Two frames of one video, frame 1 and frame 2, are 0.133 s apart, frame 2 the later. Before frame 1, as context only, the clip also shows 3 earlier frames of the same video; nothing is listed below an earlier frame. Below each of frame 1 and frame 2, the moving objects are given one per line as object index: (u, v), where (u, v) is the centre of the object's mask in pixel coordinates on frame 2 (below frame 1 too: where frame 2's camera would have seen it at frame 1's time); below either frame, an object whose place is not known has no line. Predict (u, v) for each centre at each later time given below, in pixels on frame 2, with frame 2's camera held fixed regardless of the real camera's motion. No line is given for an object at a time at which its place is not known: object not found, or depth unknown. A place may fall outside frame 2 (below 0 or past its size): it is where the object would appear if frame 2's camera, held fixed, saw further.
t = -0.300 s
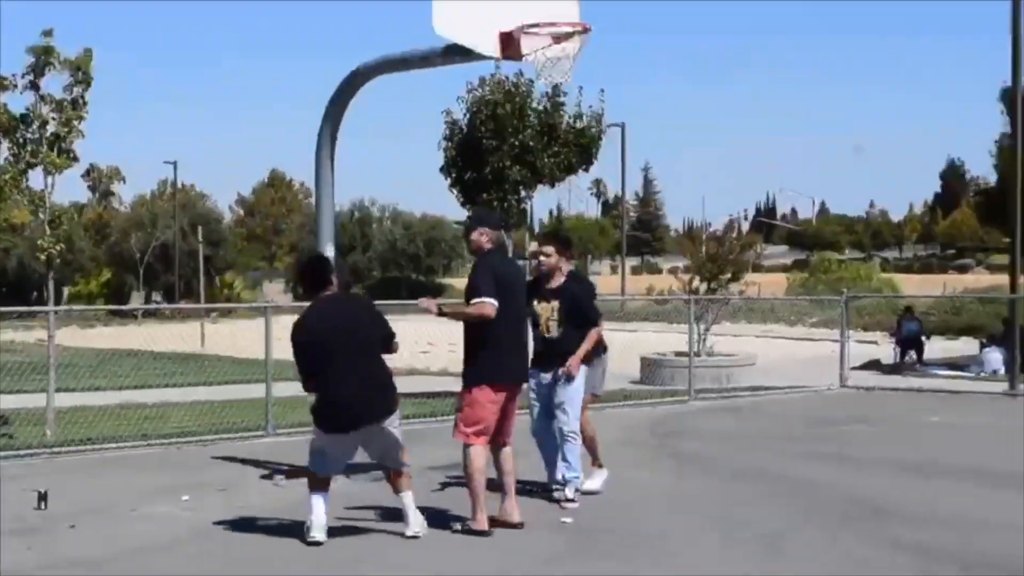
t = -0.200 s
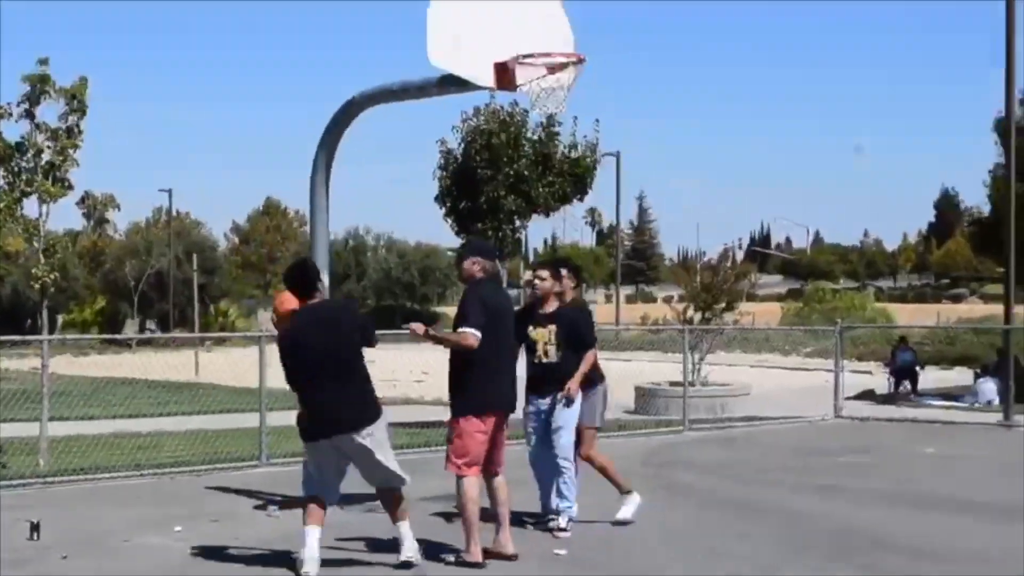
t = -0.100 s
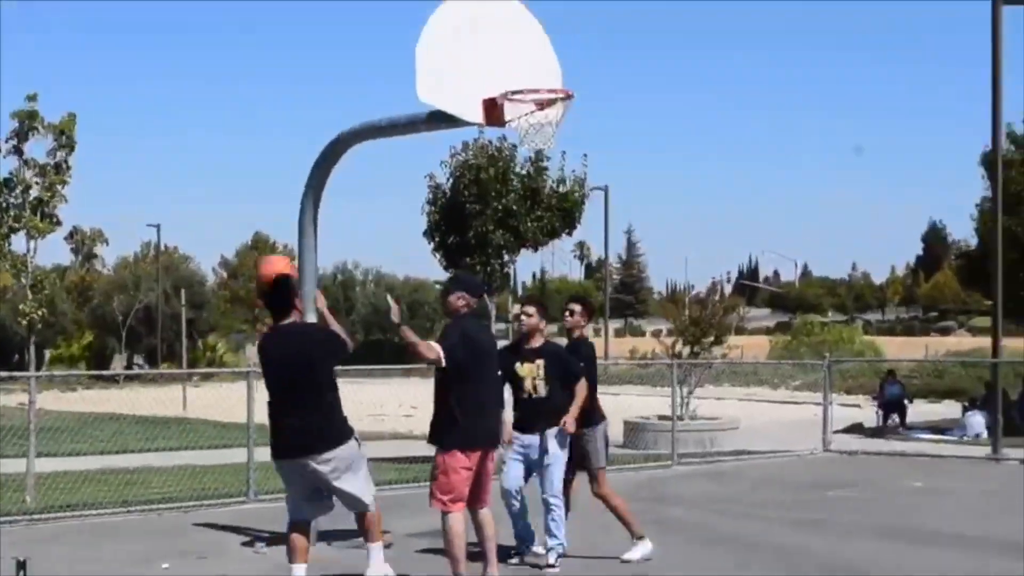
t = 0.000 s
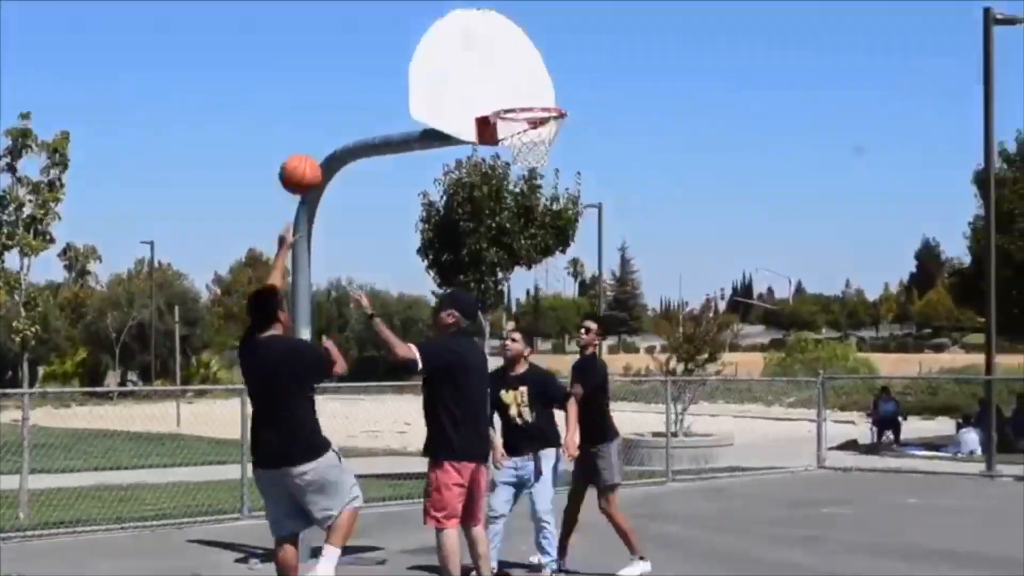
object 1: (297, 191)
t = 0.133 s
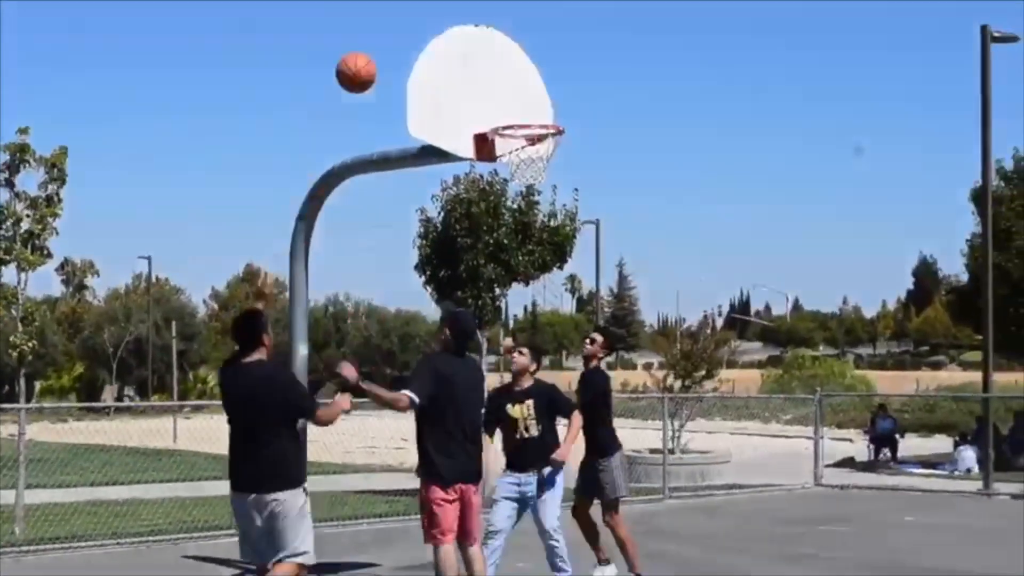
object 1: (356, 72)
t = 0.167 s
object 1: (371, 57)
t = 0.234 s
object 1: (398, 34)
